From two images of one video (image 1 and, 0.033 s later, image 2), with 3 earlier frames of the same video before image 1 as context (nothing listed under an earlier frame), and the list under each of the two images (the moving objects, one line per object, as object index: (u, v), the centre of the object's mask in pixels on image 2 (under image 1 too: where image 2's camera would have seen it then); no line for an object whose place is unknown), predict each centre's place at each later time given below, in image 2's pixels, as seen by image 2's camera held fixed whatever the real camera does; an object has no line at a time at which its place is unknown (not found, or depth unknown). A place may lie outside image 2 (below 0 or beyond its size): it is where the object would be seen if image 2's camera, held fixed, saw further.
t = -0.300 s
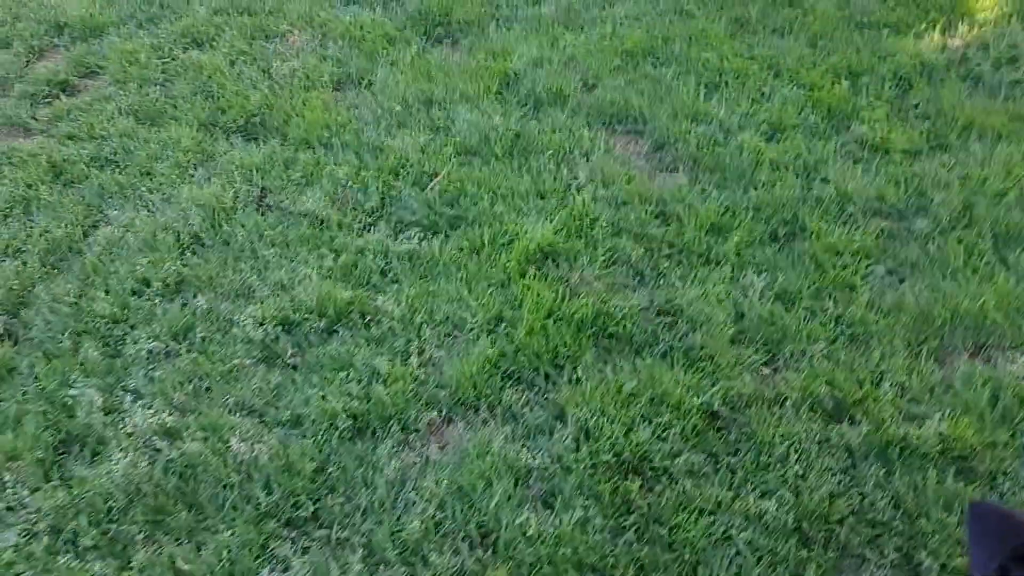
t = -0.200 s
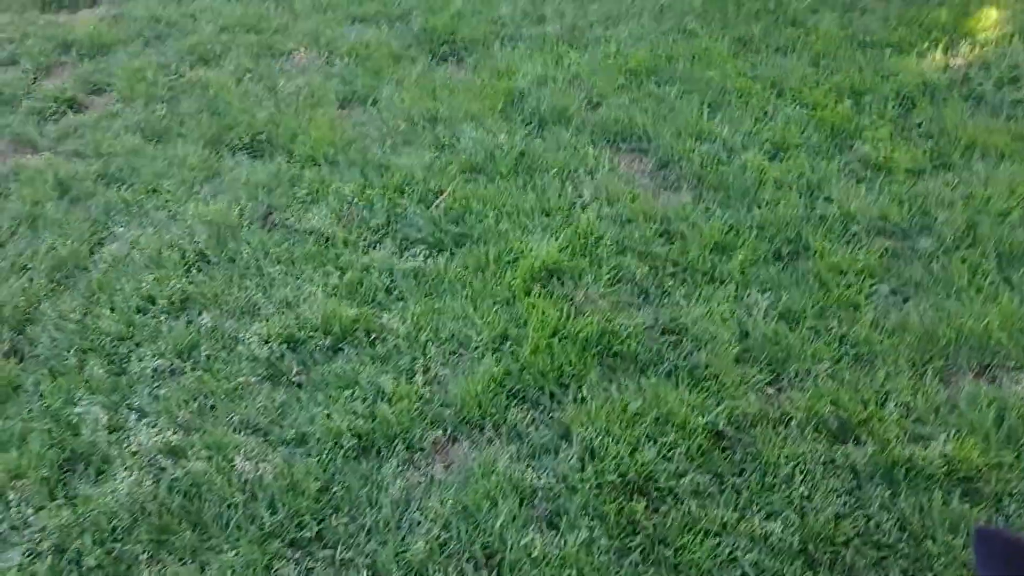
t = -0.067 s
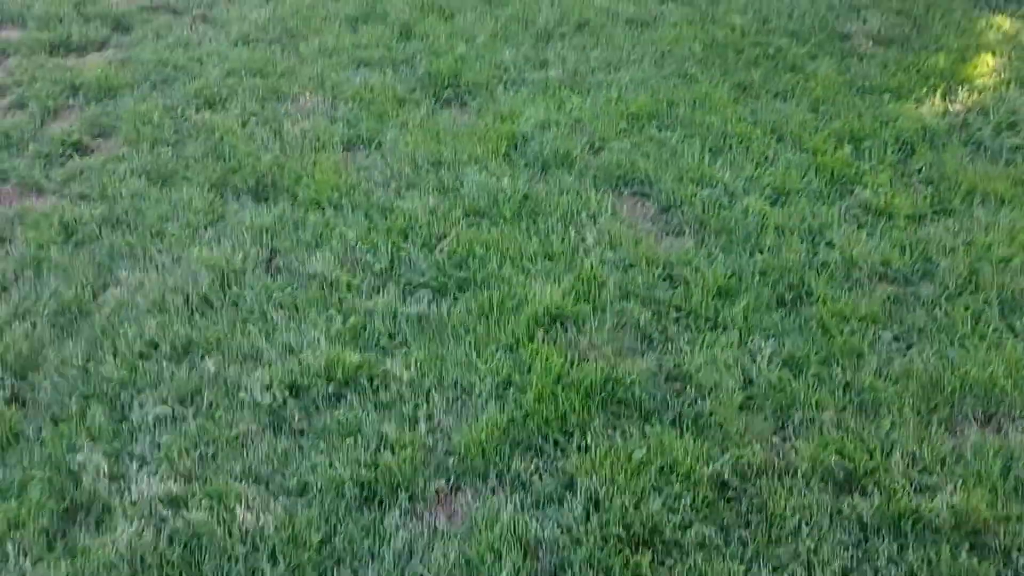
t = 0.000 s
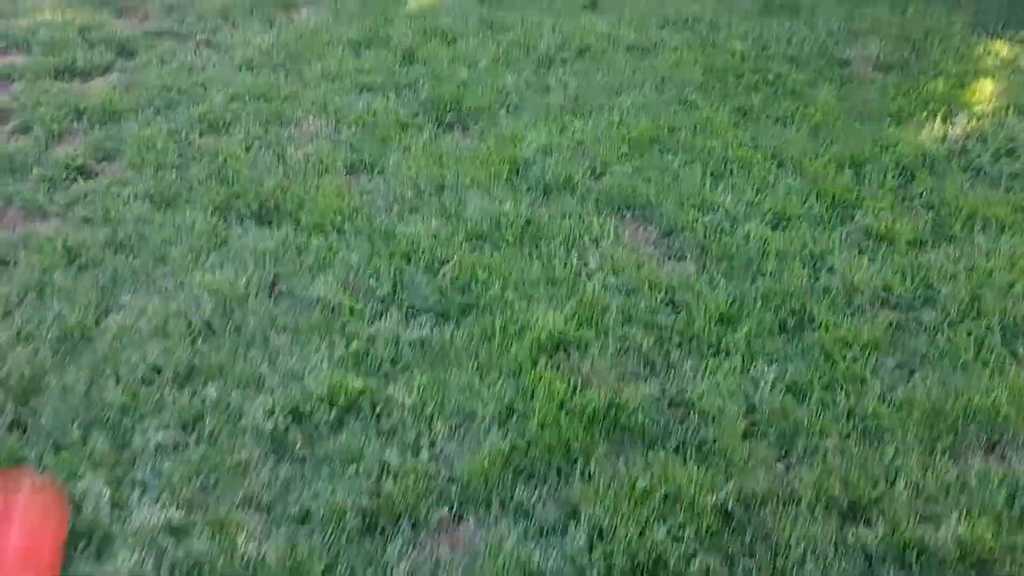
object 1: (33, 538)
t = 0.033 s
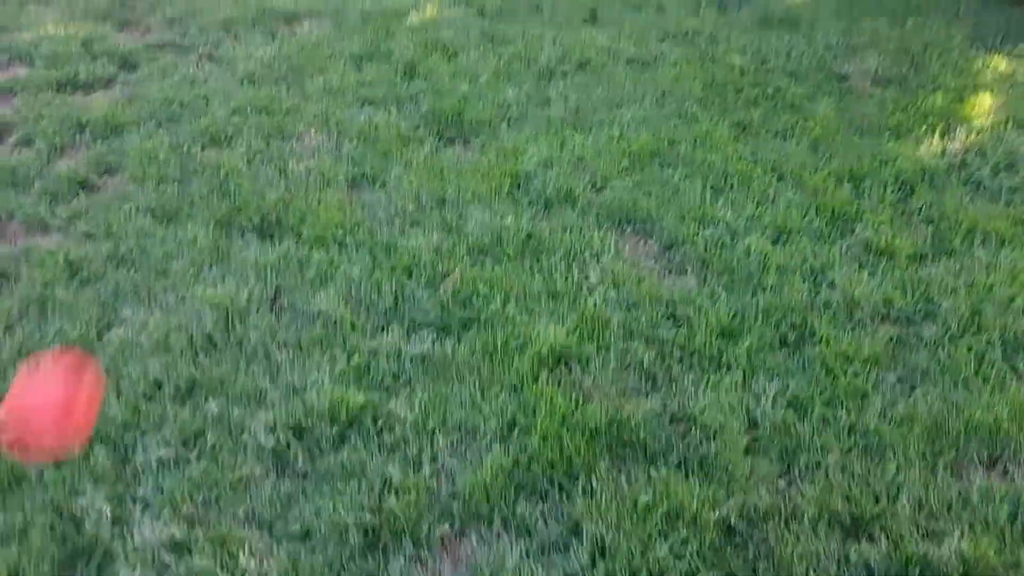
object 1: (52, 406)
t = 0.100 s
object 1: (114, 228)
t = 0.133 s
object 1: (136, 180)
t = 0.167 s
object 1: (155, 150)
